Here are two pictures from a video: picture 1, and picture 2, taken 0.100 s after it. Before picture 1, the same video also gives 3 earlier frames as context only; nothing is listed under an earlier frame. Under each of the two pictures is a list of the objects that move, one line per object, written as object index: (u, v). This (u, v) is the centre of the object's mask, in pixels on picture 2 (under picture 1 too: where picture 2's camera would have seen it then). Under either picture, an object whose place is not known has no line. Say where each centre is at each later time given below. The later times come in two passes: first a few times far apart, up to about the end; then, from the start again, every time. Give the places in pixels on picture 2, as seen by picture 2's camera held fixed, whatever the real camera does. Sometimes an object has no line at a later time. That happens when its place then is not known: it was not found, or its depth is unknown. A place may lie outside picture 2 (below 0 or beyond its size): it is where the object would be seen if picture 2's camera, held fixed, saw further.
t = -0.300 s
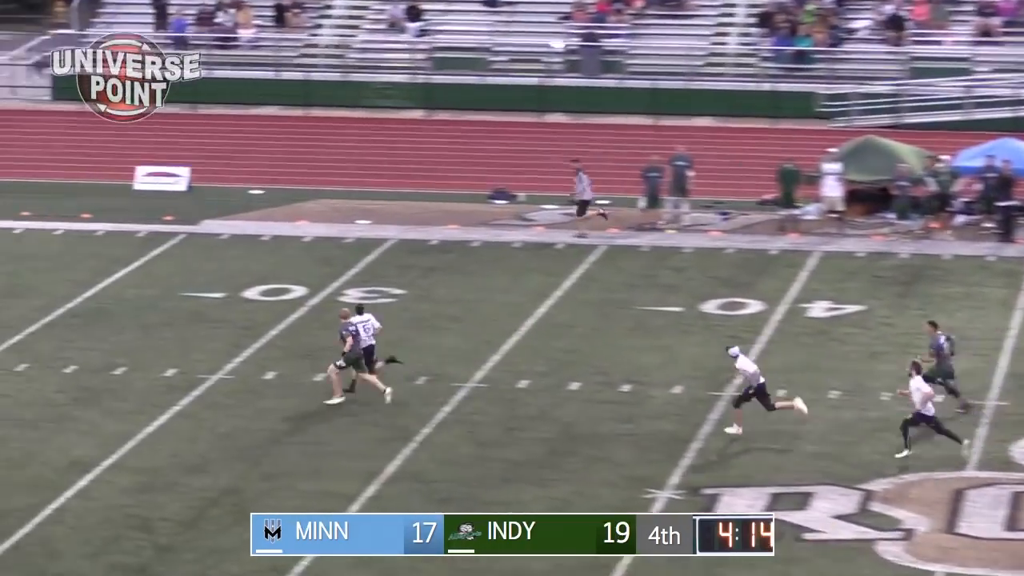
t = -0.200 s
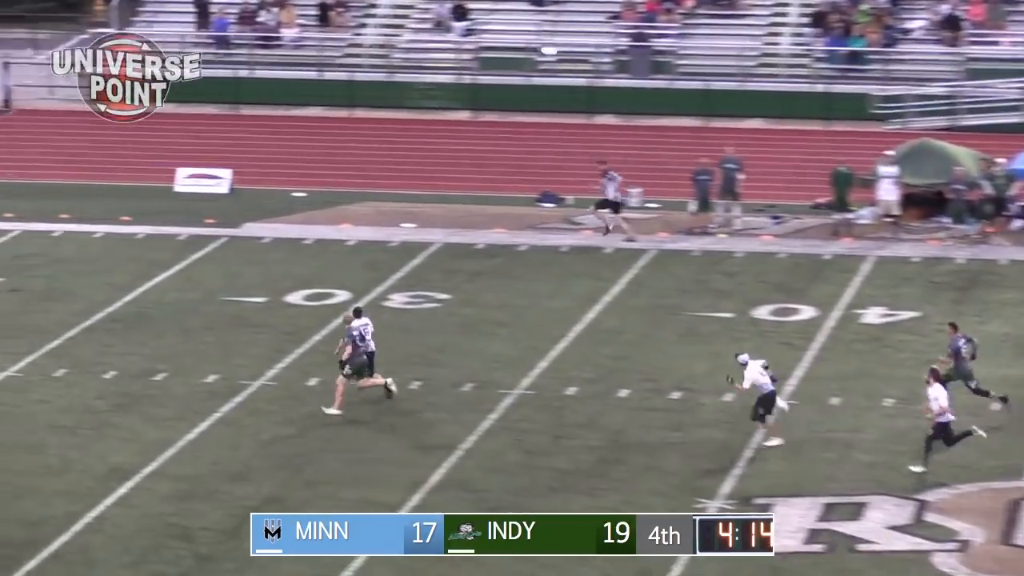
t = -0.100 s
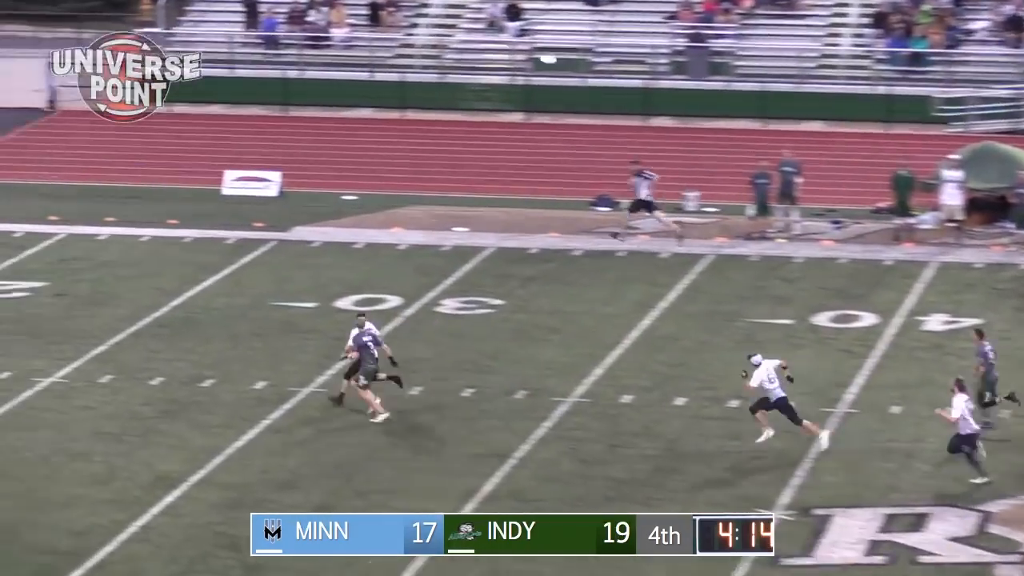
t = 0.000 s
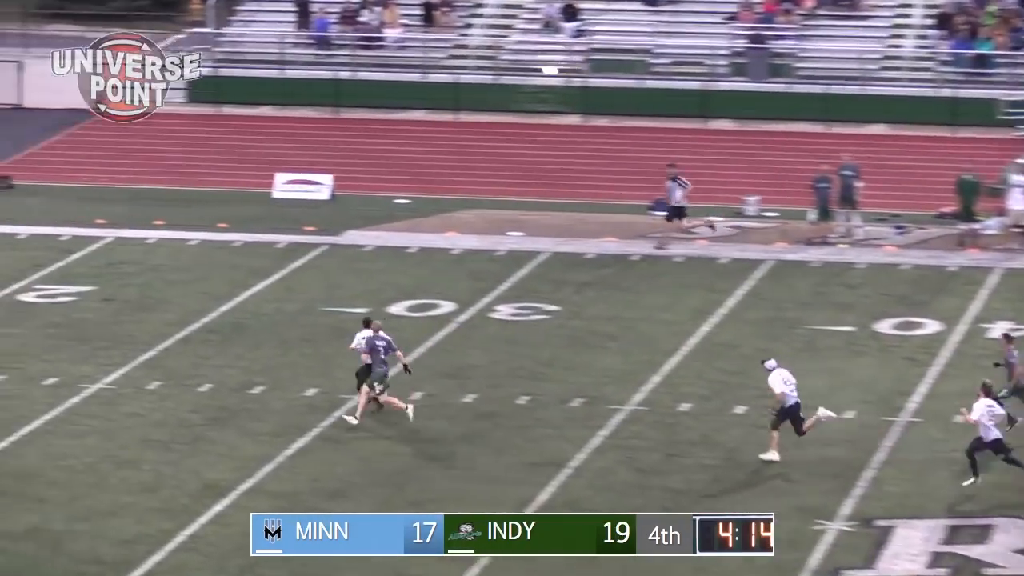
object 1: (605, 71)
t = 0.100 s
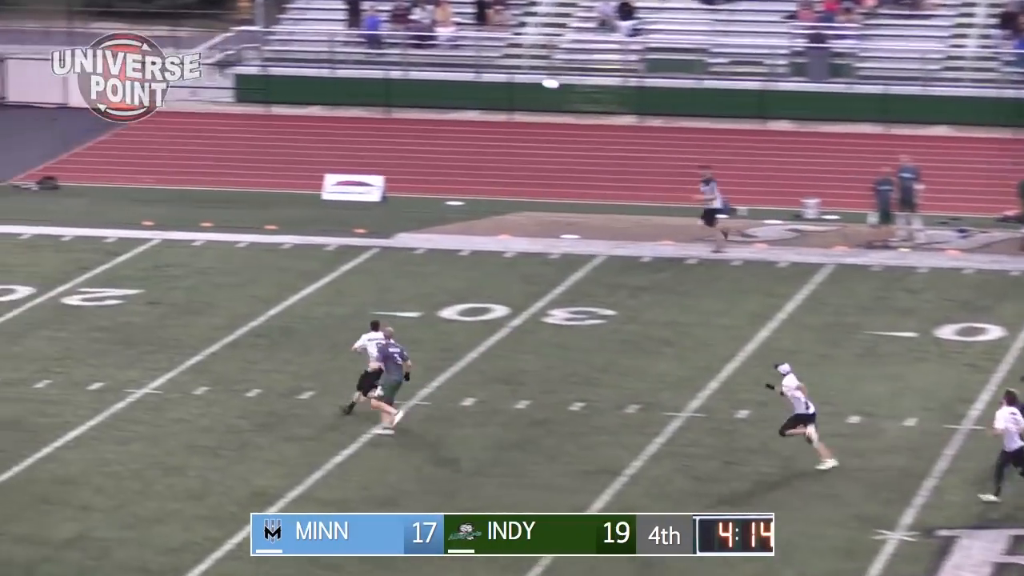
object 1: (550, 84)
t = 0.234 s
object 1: (480, 104)
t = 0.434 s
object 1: (379, 142)
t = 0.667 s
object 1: (268, 197)
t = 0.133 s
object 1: (532, 88)
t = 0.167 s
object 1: (515, 93)
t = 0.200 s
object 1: (497, 98)
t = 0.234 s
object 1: (480, 104)
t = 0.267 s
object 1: (462, 110)
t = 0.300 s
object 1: (446, 117)
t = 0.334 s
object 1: (429, 122)
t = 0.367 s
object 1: (412, 129)
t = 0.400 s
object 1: (395, 135)
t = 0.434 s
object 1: (379, 142)
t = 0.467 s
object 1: (362, 150)
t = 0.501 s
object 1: (346, 158)
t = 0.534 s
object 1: (330, 165)
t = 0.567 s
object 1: (314, 172)
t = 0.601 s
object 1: (299, 181)
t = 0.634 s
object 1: (283, 189)
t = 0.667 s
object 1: (268, 197)
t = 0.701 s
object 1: (252, 206)
